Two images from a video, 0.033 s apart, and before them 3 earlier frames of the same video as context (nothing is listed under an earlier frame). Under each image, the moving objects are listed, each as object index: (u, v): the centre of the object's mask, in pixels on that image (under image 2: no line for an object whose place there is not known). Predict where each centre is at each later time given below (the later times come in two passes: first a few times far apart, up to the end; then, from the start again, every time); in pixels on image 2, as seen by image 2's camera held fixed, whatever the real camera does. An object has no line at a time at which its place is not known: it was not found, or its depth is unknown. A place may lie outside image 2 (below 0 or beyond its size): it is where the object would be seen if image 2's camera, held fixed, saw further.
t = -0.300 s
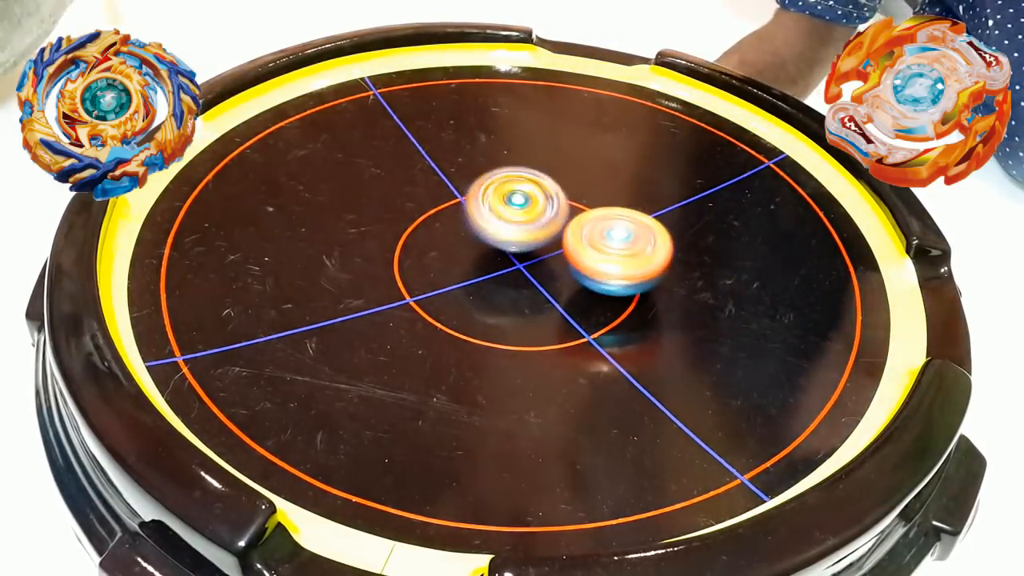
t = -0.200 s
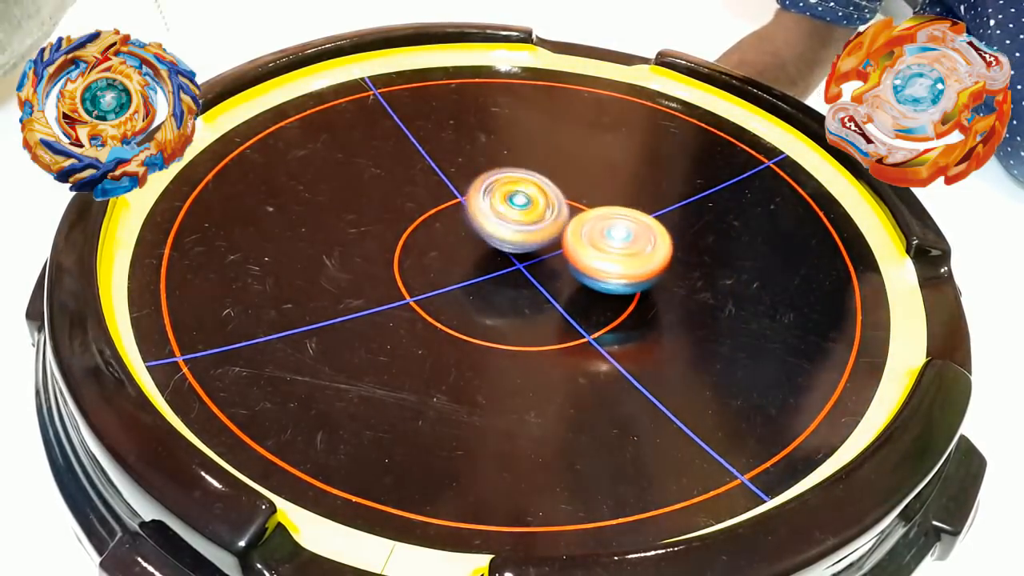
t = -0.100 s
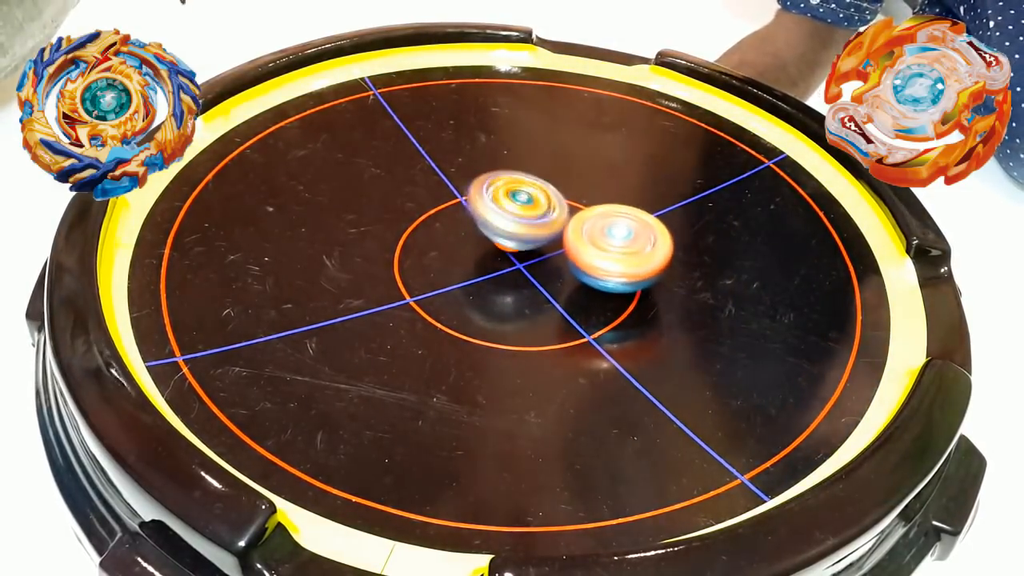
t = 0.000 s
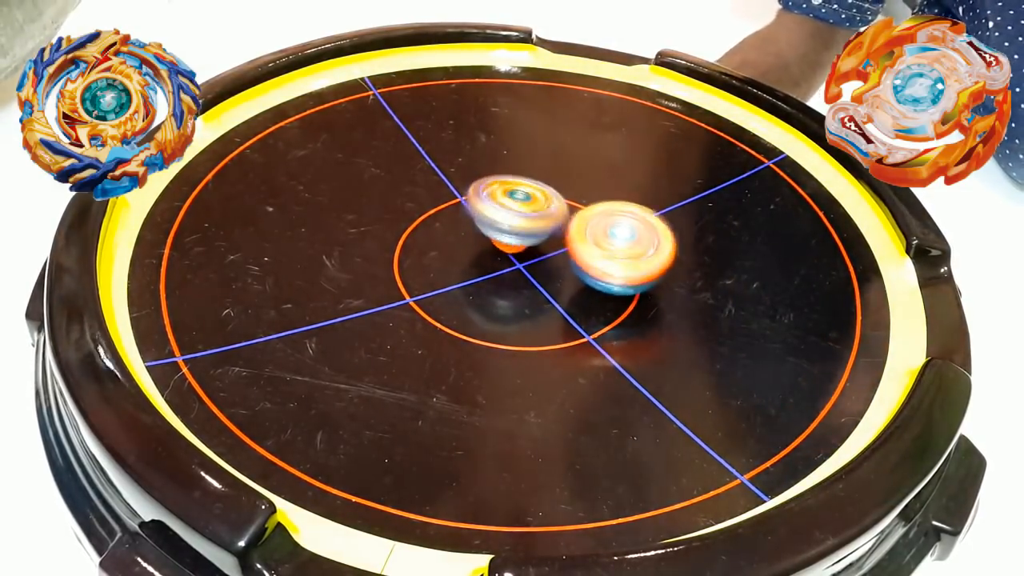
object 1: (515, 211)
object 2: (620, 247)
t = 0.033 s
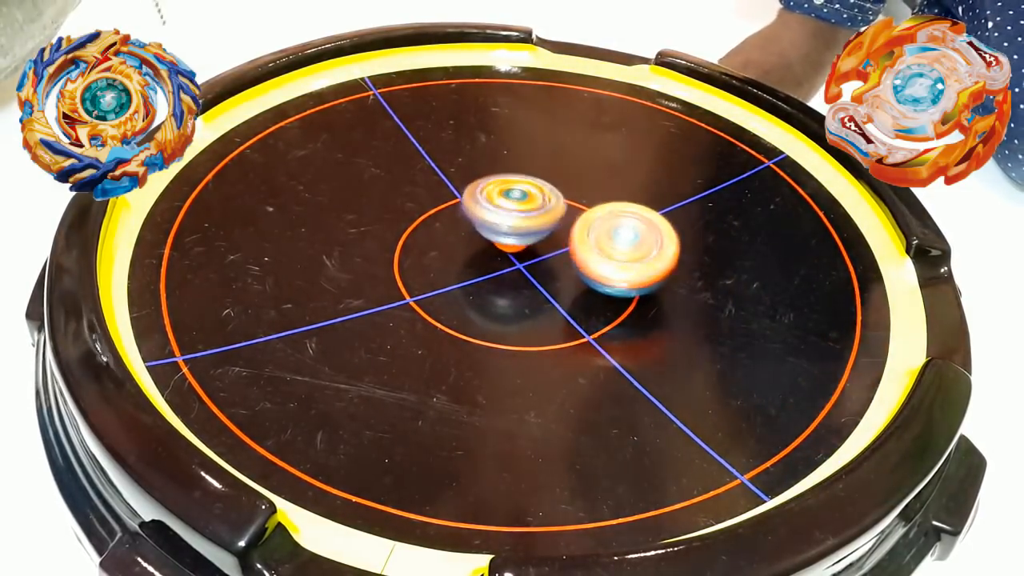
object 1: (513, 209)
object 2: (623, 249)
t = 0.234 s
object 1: (515, 210)
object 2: (623, 247)
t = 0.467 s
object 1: (519, 208)
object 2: (621, 245)
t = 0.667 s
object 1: (517, 211)
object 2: (622, 242)
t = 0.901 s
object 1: (506, 211)
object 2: (637, 246)
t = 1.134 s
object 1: (506, 210)
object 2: (634, 253)
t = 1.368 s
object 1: (509, 207)
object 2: (621, 239)
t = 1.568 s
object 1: (503, 209)
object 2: (641, 223)
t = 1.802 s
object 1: (508, 214)
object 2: (659, 221)
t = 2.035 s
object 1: (511, 214)
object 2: (650, 224)
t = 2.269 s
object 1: (500, 218)
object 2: (615, 206)
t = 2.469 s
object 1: (482, 239)
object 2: (617, 193)
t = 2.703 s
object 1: (514, 260)
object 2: (615, 191)
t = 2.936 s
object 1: (543, 241)
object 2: (603, 188)
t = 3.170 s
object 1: (544, 239)
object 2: (594, 173)
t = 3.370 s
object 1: (542, 242)
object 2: (589, 171)
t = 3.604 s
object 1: (536, 238)
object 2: (578, 173)
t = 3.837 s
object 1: (528, 241)
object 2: (554, 168)
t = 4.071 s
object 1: (528, 249)
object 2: (545, 165)
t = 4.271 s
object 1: (529, 241)
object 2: (540, 165)
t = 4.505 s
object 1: (510, 230)
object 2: (528, 161)
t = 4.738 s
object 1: (503, 239)
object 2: (517, 163)
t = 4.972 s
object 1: (519, 237)
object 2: (513, 165)
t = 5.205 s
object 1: (516, 241)
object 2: (515, 153)
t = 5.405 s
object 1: (536, 259)
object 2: (530, 146)
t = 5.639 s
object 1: (551, 242)
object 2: (535, 170)
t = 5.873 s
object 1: (543, 265)
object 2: (511, 170)
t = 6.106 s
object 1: (560, 269)
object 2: (521, 169)
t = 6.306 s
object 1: (548, 256)
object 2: (510, 181)
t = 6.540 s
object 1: (505, 255)
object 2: (484, 178)
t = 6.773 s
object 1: (508, 270)
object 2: (478, 184)
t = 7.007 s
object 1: (519, 255)
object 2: (470, 193)
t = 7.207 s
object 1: (515, 257)
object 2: (464, 191)
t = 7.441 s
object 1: (538, 265)
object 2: (464, 200)
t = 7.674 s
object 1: (543, 250)
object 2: (455, 203)
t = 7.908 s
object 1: (533, 259)
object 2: (470, 196)
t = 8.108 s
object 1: (538, 273)
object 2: (493, 196)
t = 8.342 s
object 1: (580, 282)
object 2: (554, 207)
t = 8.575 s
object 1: (571, 270)
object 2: (552, 186)
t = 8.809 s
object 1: (561, 288)
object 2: (520, 199)
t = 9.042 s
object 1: (535, 271)
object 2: (569, 201)
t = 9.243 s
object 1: (543, 285)
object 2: (570, 196)
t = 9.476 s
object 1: (538, 276)
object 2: (567, 192)
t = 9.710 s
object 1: (532, 279)
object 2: (571, 201)
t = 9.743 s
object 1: (530, 278)
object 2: (571, 202)
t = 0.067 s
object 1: (512, 210)
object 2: (623, 249)
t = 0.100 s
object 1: (514, 210)
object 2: (622, 248)
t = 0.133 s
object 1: (516, 210)
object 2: (624, 247)
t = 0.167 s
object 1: (515, 210)
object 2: (624, 248)
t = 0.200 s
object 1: (515, 209)
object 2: (624, 247)
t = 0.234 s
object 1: (515, 210)
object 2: (623, 247)
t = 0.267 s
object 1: (517, 209)
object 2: (624, 247)
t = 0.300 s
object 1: (517, 209)
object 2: (624, 247)
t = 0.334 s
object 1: (517, 208)
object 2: (624, 247)
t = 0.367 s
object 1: (517, 208)
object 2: (623, 246)
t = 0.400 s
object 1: (518, 208)
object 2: (623, 246)
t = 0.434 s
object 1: (518, 208)
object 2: (622, 246)
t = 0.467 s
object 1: (519, 208)
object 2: (621, 245)
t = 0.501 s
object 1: (519, 208)
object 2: (619, 244)
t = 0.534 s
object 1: (518, 208)
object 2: (622, 244)
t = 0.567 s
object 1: (515, 208)
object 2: (621, 244)
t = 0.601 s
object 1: (515, 210)
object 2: (619, 242)
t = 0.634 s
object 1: (517, 210)
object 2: (621, 242)
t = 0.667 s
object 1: (517, 211)
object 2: (622, 242)
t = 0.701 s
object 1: (518, 211)
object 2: (621, 242)
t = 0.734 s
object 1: (517, 211)
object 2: (623, 241)
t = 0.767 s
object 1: (509, 210)
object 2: (632, 242)
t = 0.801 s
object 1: (504, 209)
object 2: (638, 244)
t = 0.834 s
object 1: (503, 210)
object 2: (637, 246)
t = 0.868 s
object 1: (505, 210)
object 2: (636, 246)
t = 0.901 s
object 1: (506, 211)
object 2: (637, 246)
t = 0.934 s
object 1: (506, 210)
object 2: (639, 246)
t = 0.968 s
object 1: (505, 210)
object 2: (640, 248)
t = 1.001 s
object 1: (504, 210)
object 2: (640, 251)
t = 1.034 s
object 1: (503, 210)
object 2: (639, 252)
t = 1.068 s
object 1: (503, 211)
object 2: (637, 253)
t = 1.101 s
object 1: (504, 211)
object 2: (635, 253)
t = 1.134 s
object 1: (506, 210)
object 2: (634, 253)
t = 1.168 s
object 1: (507, 209)
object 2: (634, 252)
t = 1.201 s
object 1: (504, 208)
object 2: (632, 252)
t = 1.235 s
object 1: (502, 209)
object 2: (629, 250)
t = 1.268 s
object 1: (504, 210)
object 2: (627, 249)
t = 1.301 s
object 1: (508, 210)
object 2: (625, 246)
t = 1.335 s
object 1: (510, 208)
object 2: (623, 243)
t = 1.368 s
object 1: (509, 207)
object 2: (621, 239)
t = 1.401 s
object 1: (508, 207)
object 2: (619, 236)
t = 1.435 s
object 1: (508, 208)
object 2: (619, 233)
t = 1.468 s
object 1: (510, 209)
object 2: (618, 230)
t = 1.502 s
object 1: (509, 208)
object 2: (627, 229)
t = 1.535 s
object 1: (506, 207)
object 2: (634, 227)
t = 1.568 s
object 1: (503, 209)
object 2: (641, 223)
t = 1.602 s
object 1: (504, 211)
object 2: (646, 220)
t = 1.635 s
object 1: (508, 212)
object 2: (651, 219)
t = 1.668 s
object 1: (510, 212)
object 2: (655, 218)
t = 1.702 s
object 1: (510, 212)
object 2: (657, 218)
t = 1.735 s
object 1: (508, 212)
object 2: (658, 219)
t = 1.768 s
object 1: (507, 213)
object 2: (659, 220)
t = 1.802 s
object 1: (508, 214)
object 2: (659, 221)
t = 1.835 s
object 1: (511, 214)
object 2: (659, 221)
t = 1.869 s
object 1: (513, 213)
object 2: (659, 221)
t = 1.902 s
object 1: (512, 213)
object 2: (659, 221)
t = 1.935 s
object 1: (509, 212)
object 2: (658, 222)
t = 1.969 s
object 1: (507, 213)
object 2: (657, 223)
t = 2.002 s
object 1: (508, 214)
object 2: (654, 223)
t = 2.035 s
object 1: (511, 214)
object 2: (650, 224)
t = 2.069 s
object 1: (513, 213)
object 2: (645, 223)
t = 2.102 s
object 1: (514, 212)
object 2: (639, 222)
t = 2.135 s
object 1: (513, 212)
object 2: (632, 220)
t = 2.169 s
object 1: (513, 212)
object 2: (625, 218)
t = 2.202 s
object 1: (513, 213)
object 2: (618, 214)
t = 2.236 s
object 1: (505, 216)
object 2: (617, 209)
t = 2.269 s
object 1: (500, 218)
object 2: (615, 206)
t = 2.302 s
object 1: (493, 220)
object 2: (614, 203)
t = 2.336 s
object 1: (490, 223)
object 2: (614, 201)
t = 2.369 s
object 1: (486, 226)
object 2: (612, 197)
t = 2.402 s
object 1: (482, 231)
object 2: (614, 195)
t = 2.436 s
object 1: (483, 235)
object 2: (617, 194)
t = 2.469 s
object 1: (482, 239)
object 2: (617, 193)
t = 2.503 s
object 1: (484, 244)
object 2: (617, 192)
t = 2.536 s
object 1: (486, 247)
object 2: (617, 191)
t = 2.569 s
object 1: (490, 251)
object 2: (618, 191)
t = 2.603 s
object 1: (495, 254)
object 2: (618, 191)
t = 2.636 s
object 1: (500, 257)
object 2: (616, 191)
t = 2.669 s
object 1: (508, 258)
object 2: (615, 191)
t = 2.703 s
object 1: (514, 260)
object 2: (615, 191)
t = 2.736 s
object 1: (521, 259)
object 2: (615, 190)
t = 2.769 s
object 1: (528, 258)
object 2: (615, 190)
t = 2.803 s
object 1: (532, 256)
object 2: (615, 190)
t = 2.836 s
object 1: (537, 253)
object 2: (613, 191)
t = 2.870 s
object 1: (541, 249)
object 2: (610, 190)
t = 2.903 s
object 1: (544, 246)
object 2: (606, 190)
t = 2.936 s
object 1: (543, 241)
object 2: (603, 188)
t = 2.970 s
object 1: (545, 238)
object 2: (601, 186)
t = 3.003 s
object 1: (545, 236)
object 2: (600, 181)
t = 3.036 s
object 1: (544, 235)
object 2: (598, 179)
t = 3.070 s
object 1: (542, 235)
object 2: (597, 176)
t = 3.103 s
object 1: (542, 237)
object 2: (595, 174)
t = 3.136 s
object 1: (544, 240)
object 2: (594, 173)
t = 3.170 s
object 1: (544, 239)
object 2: (594, 173)
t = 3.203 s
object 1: (544, 240)
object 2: (595, 172)
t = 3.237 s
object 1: (545, 240)
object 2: (594, 173)
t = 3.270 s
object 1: (544, 240)
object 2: (592, 172)
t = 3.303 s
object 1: (543, 241)
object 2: (590, 172)
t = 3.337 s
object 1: (542, 242)
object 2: (589, 171)
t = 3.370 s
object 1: (542, 242)
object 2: (589, 171)
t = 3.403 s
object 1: (542, 241)
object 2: (589, 171)
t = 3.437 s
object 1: (541, 240)
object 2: (588, 172)
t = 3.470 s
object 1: (538, 239)
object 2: (588, 171)
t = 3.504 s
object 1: (538, 238)
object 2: (587, 172)
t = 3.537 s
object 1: (538, 237)
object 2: (585, 172)
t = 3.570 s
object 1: (537, 238)
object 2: (581, 173)
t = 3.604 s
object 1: (536, 238)
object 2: (578, 173)
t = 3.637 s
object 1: (535, 236)
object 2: (574, 173)
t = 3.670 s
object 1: (534, 237)
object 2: (571, 172)
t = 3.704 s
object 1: (534, 238)
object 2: (566, 171)
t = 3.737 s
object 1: (532, 237)
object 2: (562, 171)
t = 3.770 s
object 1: (528, 236)
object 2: (559, 169)
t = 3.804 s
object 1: (527, 238)
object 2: (556, 168)
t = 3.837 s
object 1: (528, 241)
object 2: (554, 168)
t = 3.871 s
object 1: (524, 242)
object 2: (554, 167)
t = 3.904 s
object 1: (522, 243)
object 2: (553, 166)
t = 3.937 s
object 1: (523, 245)
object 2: (552, 166)
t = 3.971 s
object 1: (527, 247)
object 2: (552, 166)
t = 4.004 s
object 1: (527, 249)
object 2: (549, 165)
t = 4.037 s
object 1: (527, 249)
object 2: (547, 166)
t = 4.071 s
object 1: (528, 249)
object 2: (545, 165)
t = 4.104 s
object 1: (529, 249)
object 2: (544, 164)
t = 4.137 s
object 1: (528, 249)
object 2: (544, 164)
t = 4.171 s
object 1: (528, 245)
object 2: (543, 164)
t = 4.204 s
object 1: (530, 244)
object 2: (542, 165)
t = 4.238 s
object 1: (530, 242)
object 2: (540, 165)
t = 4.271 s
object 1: (529, 241)
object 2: (540, 165)
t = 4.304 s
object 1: (528, 239)
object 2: (538, 165)
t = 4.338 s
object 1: (528, 234)
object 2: (536, 164)
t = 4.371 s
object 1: (524, 232)
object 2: (534, 164)
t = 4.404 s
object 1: (518, 232)
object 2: (531, 163)
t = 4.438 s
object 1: (516, 232)
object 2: (529, 162)
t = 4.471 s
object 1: (513, 230)
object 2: (529, 162)
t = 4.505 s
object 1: (510, 230)
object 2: (528, 161)
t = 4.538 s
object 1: (508, 232)
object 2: (527, 161)
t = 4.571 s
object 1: (506, 232)
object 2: (526, 161)
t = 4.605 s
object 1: (504, 233)
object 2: (526, 161)
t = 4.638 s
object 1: (505, 234)
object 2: (526, 162)
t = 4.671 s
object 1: (504, 236)
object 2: (523, 163)
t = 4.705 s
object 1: (502, 237)
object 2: (521, 163)
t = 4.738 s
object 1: (503, 239)
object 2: (517, 163)
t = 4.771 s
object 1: (506, 240)
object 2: (516, 163)
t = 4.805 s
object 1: (509, 241)
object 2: (516, 163)
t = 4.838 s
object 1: (511, 241)
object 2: (516, 164)
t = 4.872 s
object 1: (512, 241)
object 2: (517, 164)
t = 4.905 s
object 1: (514, 239)
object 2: (515, 164)
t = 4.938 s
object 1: (518, 238)
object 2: (514, 164)
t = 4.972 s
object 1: (519, 237)
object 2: (513, 165)
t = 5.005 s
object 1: (516, 235)
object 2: (512, 164)
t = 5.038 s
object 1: (517, 232)
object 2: (511, 162)
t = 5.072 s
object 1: (521, 228)
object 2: (509, 161)
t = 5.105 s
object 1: (521, 225)
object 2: (509, 160)
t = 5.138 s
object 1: (520, 231)
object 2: (510, 157)
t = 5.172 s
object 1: (519, 237)
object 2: (513, 155)
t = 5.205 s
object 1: (516, 241)
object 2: (515, 153)
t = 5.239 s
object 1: (517, 245)
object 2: (516, 149)
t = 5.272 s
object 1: (521, 250)
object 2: (518, 147)
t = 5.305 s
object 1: (523, 254)
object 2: (522, 146)
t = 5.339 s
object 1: (526, 257)
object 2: (525, 145)
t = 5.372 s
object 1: (531, 258)
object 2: (528, 145)
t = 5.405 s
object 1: (536, 259)
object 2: (530, 146)
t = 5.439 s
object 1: (541, 259)
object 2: (534, 148)
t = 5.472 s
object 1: (544, 257)
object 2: (536, 150)
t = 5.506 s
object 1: (548, 254)
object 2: (538, 154)
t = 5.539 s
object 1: (551, 252)
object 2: (540, 158)
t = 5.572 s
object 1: (551, 250)
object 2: (540, 164)
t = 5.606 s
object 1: (550, 246)
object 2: (538, 167)
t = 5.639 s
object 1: (551, 242)
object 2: (535, 170)
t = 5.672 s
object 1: (549, 239)
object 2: (531, 174)
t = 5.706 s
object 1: (546, 244)
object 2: (525, 175)
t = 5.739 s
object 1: (549, 249)
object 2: (522, 176)
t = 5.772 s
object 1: (546, 252)
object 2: (520, 176)
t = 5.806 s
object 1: (543, 257)
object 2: (519, 175)
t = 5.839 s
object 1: (543, 261)
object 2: (516, 173)
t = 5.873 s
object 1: (543, 265)
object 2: (511, 170)
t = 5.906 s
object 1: (544, 269)
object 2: (509, 168)
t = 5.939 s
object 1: (546, 272)
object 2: (511, 167)
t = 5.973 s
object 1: (549, 274)
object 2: (515, 169)
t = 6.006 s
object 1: (552, 274)
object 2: (517, 170)
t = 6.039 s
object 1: (554, 274)
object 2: (516, 170)
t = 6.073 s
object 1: (557, 272)
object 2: (516, 169)
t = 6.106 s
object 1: (560, 269)
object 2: (521, 169)
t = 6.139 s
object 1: (563, 267)
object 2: (523, 170)
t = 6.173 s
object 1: (562, 265)
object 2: (521, 172)
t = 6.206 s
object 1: (558, 262)
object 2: (518, 174)
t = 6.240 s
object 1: (554, 261)
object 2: (515, 177)
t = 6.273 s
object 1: (552, 259)
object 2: (514, 179)
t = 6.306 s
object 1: (548, 256)
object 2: (510, 181)
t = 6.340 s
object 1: (543, 253)
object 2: (505, 182)
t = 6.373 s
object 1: (536, 252)
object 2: (501, 181)
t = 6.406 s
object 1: (530, 253)
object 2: (495, 182)
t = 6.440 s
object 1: (525, 254)
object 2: (489, 180)
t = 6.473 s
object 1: (519, 253)
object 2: (486, 180)
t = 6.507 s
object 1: (511, 253)
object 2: (485, 180)
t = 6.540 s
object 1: (505, 255)
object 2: (484, 178)
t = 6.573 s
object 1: (506, 260)
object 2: (482, 176)
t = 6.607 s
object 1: (508, 263)
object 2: (479, 176)
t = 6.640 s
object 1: (507, 265)
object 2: (479, 177)
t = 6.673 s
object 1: (505, 268)
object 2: (479, 179)
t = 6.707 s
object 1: (504, 269)
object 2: (479, 181)
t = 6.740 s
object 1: (506, 270)
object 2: (478, 183)
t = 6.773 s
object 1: (508, 270)
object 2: (478, 184)
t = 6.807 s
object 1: (510, 270)
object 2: (482, 185)
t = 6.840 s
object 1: (512, 268)
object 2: (484, 186)
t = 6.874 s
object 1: (512, 265)
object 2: (482, 189)
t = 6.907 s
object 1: (513, 262)
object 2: (480, 191)
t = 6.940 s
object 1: (515, 258)
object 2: (477, 192)
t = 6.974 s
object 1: (518, 254)
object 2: (474, 193)
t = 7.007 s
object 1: (519, 255)
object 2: (470, 193)
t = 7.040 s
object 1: (522, 258)
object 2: (467, 194)
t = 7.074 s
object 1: (526, 259)
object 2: (465, 194)
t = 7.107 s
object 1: (529, 259)
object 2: (465, 194)
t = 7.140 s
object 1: (526, 259)
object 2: (466, 193)
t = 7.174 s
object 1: (520, 258)
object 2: (466, 192)
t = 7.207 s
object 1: (515, 257)
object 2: (464, 191)
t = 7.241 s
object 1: (517, 258)
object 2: (461, 190)
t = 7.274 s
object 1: (520, 260)
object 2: (462, 188)
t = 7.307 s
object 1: (524, 262)
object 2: (465, 189)
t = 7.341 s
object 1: (531, 263)
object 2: (467, 191)
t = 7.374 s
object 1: (537, 263)
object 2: (467, 195)
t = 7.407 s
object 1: (540, 264)
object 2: (465, 198)
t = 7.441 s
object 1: (538, 265)
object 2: (464, 200)
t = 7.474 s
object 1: (536, 263)
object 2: (464, 202)
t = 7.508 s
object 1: (533, 260)
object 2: (466, 204)
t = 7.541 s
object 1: (532, 260)
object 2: (466, 206)
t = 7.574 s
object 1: (535, 259)
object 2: (465, 206)
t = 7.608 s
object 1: (539, 255)
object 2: (461, 205)
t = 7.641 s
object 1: (540, 250)
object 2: (458, 204)
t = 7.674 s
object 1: (543, 250)
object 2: (455, 203)
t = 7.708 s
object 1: (542, 250)
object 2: (453, 203)
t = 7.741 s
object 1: (540, 251)
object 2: (454, 202)
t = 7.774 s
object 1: (540, 252)
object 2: (456, 200)
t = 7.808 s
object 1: (540, 253)
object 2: (461, 198)
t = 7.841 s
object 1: (539, 253)
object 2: (465, 197)
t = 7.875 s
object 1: (536, 256)
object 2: (468, 198)
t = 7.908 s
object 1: (533, 259)
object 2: (470, 196)
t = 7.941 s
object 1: (533, 264)
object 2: (471, 194)
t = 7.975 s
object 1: (535, 266)
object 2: (474, 194)
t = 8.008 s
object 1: (537, 265)
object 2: (477, 195)
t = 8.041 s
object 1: (536, 266)
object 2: (481, 196)
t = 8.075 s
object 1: (534, 268)
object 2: (487, 197)
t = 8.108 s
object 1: (538, 273)
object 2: (493, 196)
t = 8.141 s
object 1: (543, 278)
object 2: (499, 199)
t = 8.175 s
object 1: (551, 282)
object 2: (506, 203)
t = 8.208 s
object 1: (559, 283)
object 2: (514, 207)
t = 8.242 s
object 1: (567, 282)
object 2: (523, 210)
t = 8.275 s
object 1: (572, 280)
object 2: (534, 210)
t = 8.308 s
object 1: (578, 281)
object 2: (544, 209)
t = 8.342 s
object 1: (580, 282)
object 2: (554, 207)
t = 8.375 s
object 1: (579, 278)
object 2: (561, 200)
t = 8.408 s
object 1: (580, 274)
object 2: (566, 195)
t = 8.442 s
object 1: (583, 270)
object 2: (568, 191)
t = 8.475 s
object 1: (581, 267)
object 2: (566, 188)
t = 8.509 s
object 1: (578, 266)
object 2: (562, 187)
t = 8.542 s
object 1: (574, 267)
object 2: (557, 186)
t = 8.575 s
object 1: (571, 270)
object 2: (552, 186)
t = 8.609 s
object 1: (572, 275)
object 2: (545, 186)
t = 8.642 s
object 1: (572, 278)
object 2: (539, 186)
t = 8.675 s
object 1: (568, 284)
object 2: (534, 187)
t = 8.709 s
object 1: (564, 287)
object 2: (528, 189)
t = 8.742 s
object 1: (563, 288)
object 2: (523, 192)
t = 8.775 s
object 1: (562, 288)
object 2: (521, 195)
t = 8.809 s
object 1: (561, 288)
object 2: (520, 199)
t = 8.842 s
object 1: (557, 287)
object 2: (523, 204)
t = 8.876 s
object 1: (549, 287)
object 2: (526, 205)
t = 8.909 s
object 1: (542, 286)
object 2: (532, 203)
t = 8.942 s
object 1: (540, 283)
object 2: (543, 201)
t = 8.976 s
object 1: (538, 279)
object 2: (554, 201)
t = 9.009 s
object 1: (537, 273)
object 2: (564, 201)
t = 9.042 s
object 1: (535, 271)
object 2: (569, 201)
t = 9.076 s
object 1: (534, 271)
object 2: (572, 202)
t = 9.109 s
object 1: (534, 272)
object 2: (572, 202)
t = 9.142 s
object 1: (537, 275)
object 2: (571, 201)
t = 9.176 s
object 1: (540, 280)
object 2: (571, 200)
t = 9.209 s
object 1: (541, 284)
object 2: (570, 198)
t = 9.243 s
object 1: (543, 285)
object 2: (570, 196)
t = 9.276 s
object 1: (545, 287)
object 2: (568, 195)
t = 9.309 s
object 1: (545, 286)
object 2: (567, 194)
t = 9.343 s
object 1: (542, 283)
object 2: (567, 194)
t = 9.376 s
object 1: (538, 279)
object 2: (566, 193)
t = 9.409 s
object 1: (538, 278)
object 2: (566, 193)
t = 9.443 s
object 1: (539, 276)
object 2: (566, 193)
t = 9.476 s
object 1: (538, 276)
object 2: (567, 192)
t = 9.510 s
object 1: (537, 276)
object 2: (567, 193)
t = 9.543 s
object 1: (537, 274)
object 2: (568, 194)
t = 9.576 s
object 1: (536, 273)
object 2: (568, 195)
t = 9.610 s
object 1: (535, 274)
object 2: (569, 196)
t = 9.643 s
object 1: (534, 277)
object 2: (570, 197)
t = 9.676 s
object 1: (533, 279)
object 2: (571, 199)
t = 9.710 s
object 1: (532, 279)
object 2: (571, 201)
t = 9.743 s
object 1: (530, 278)
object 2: (571, 202)
